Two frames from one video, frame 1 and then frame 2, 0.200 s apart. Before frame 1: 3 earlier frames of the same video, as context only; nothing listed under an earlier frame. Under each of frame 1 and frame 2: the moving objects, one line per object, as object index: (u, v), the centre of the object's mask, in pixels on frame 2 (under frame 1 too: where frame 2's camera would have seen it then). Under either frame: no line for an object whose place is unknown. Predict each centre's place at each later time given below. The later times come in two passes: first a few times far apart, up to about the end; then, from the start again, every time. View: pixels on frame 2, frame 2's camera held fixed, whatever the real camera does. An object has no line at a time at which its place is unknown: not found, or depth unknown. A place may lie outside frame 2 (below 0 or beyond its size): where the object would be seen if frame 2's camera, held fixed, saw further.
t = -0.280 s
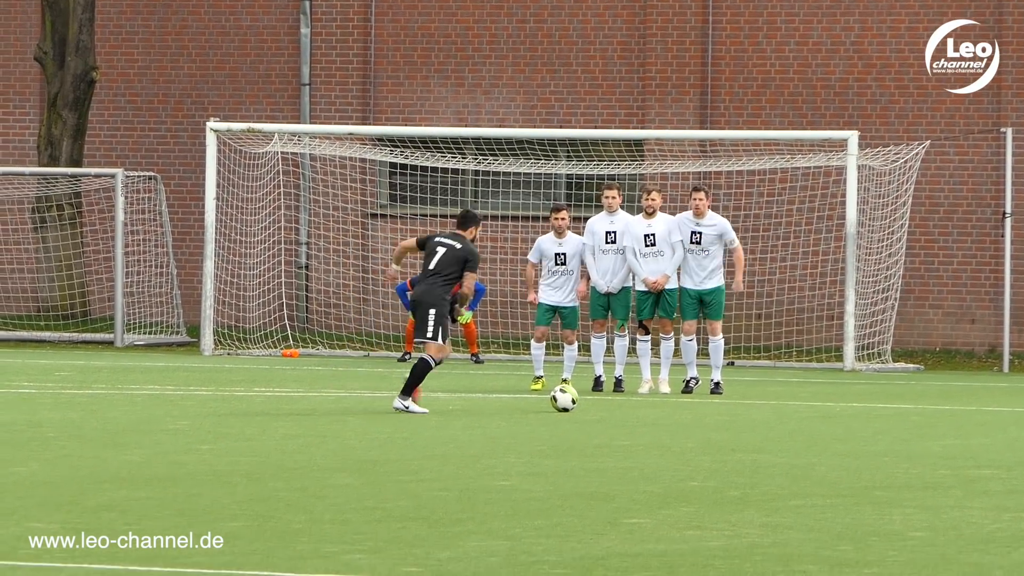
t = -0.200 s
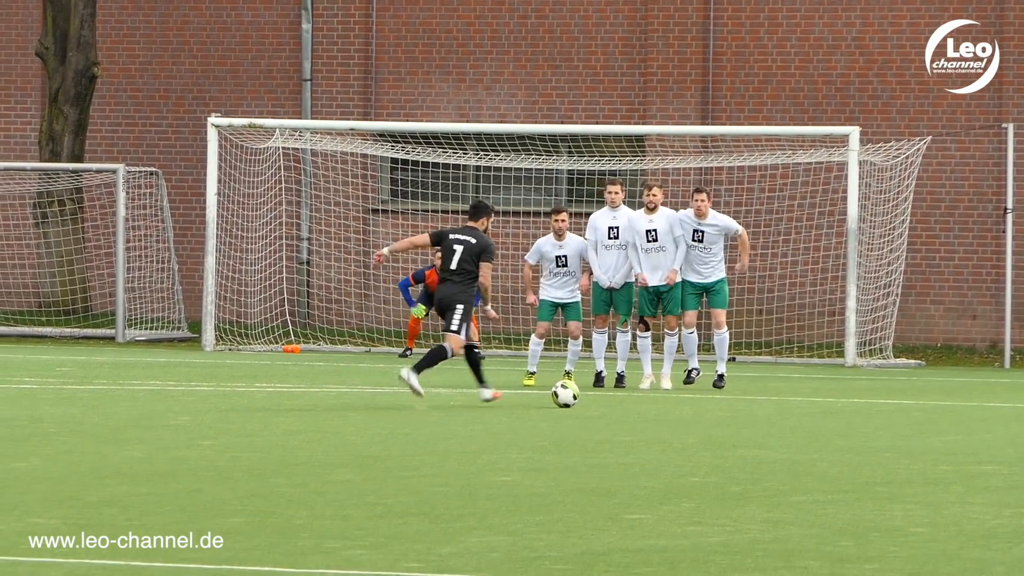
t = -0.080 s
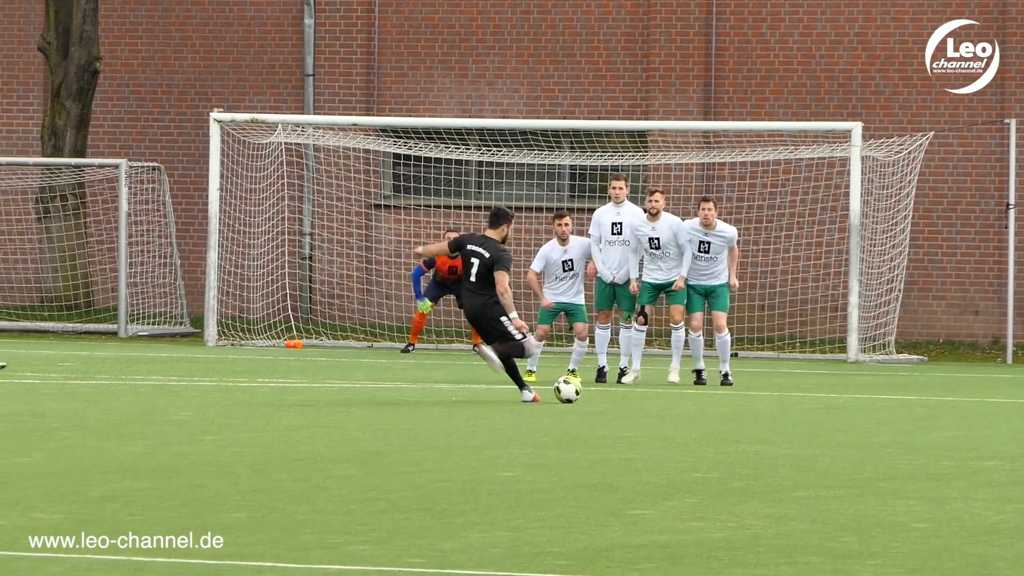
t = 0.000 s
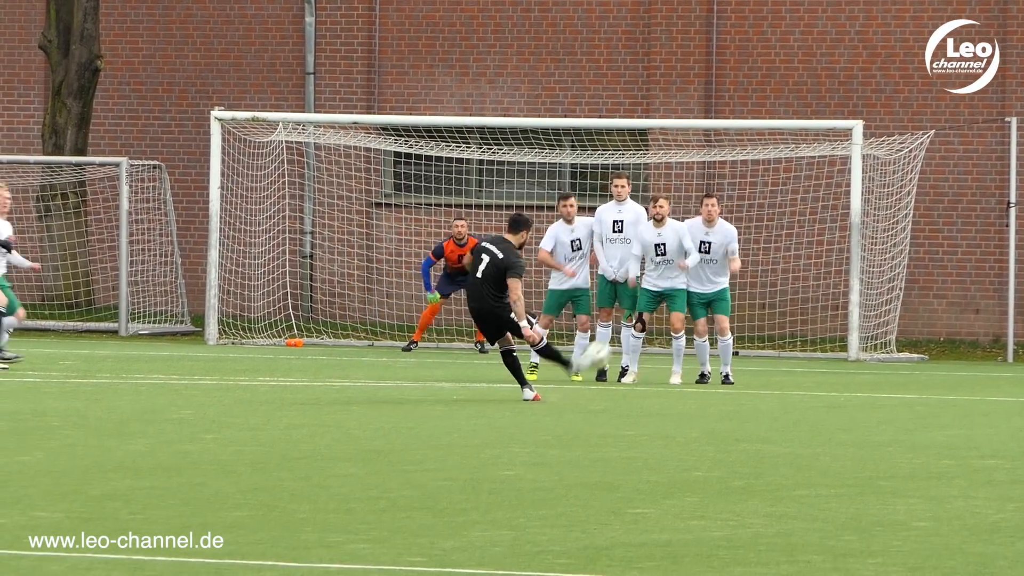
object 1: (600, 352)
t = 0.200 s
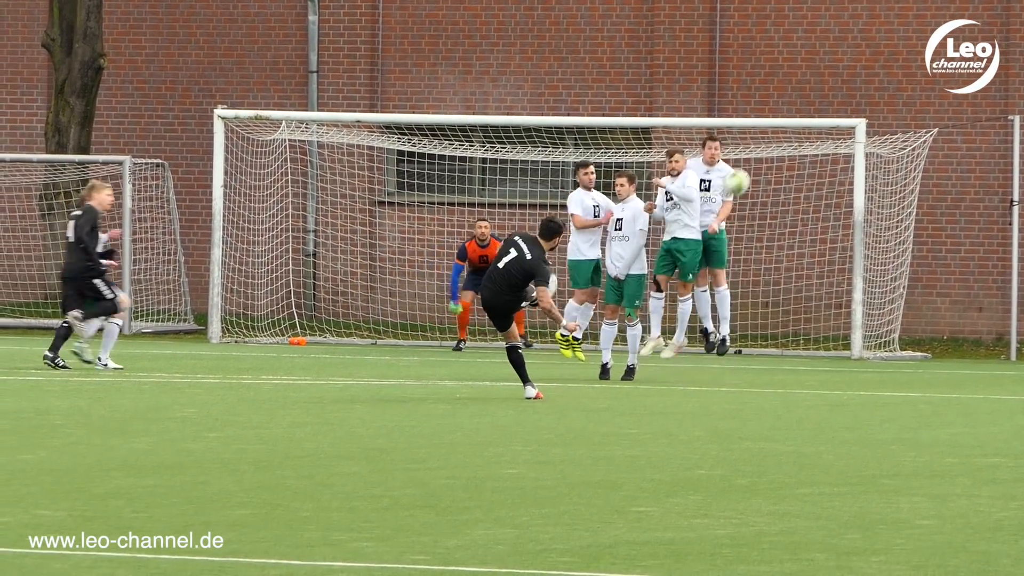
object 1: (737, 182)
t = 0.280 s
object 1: (773, 133)
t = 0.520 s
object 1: (837, 40)
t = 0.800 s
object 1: (847, 17)
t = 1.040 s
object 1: (819, 59)
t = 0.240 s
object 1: (756, 156)
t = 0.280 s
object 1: (773, 133)
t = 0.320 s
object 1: (788, 111)
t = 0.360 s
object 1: (801, 93)
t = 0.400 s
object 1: (813, 77)
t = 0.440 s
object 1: (822, 63)
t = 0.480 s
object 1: (830, 50)
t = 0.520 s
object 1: (837, 40)
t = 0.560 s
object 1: (842, 31)
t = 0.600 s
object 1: (846, 25)
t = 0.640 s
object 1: (849, 20)
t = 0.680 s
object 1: (850, 16)
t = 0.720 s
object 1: (850, 15)
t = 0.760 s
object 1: (850, 15)
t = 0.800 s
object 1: (847, 17)
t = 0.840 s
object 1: (844, 20)
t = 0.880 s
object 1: (841, 25)
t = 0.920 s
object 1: (837, 30)
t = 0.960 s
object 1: (832, 39)
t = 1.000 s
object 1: (826, 48)
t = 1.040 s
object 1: (819, 59)
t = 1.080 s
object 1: (811, 72)
